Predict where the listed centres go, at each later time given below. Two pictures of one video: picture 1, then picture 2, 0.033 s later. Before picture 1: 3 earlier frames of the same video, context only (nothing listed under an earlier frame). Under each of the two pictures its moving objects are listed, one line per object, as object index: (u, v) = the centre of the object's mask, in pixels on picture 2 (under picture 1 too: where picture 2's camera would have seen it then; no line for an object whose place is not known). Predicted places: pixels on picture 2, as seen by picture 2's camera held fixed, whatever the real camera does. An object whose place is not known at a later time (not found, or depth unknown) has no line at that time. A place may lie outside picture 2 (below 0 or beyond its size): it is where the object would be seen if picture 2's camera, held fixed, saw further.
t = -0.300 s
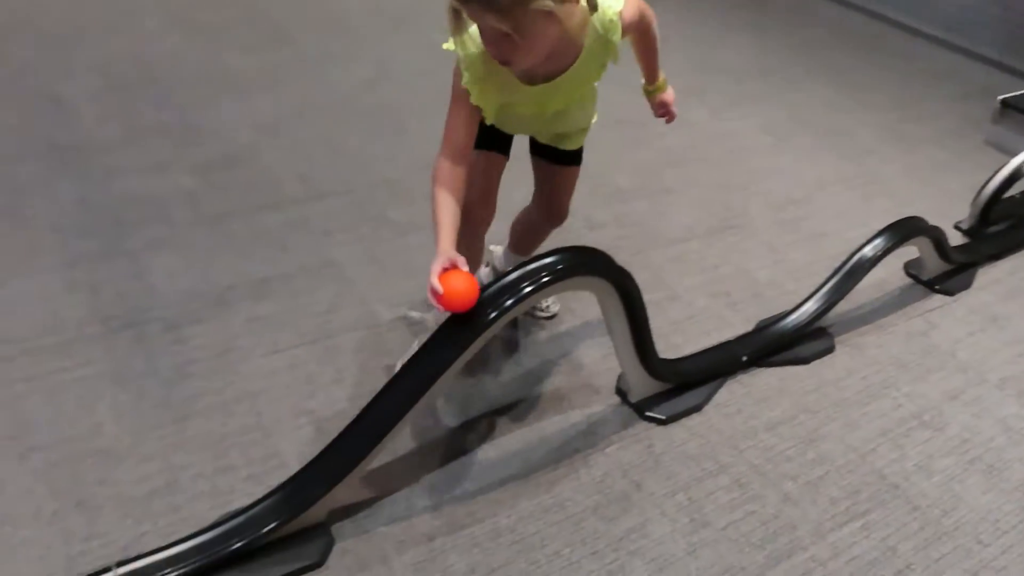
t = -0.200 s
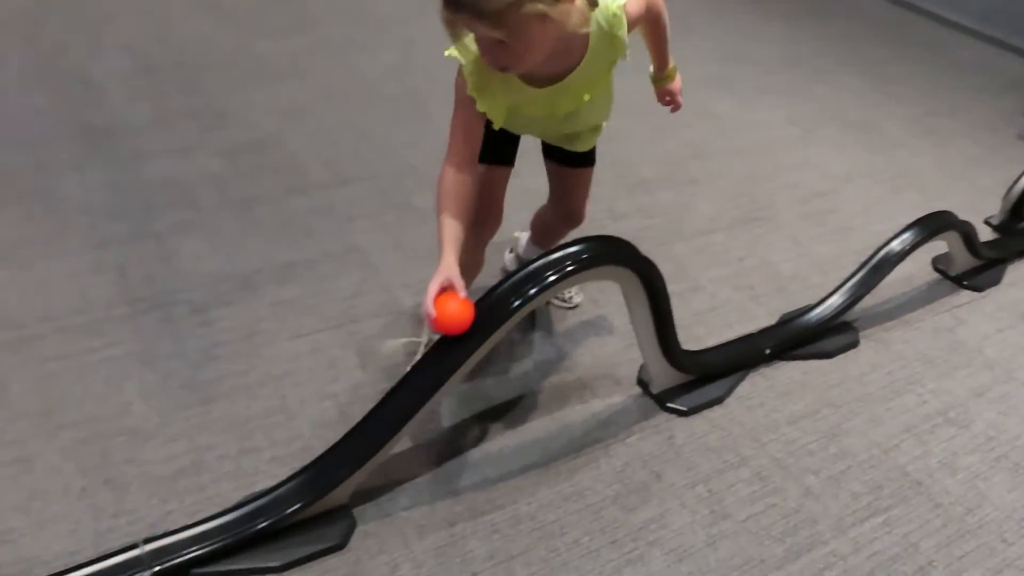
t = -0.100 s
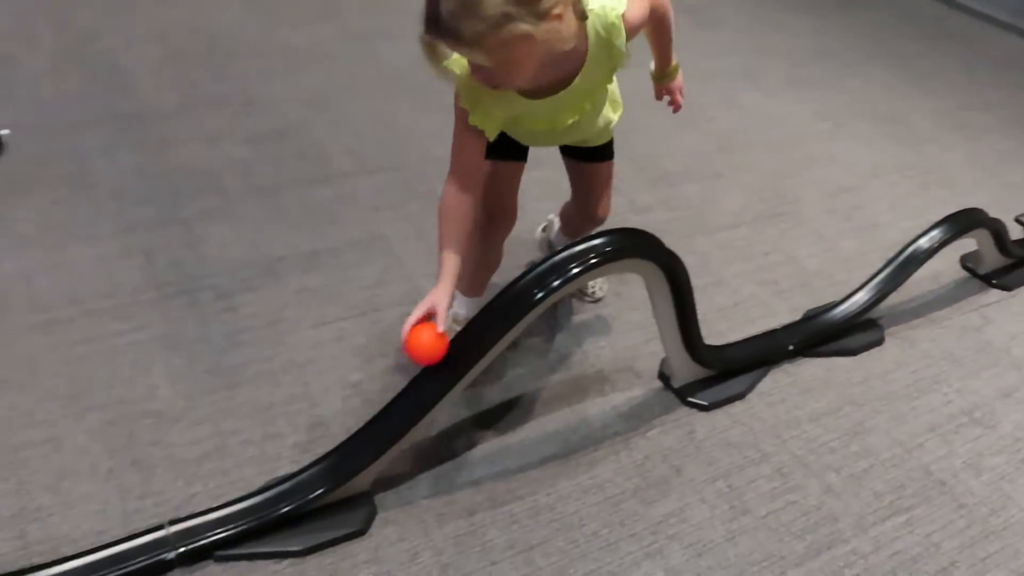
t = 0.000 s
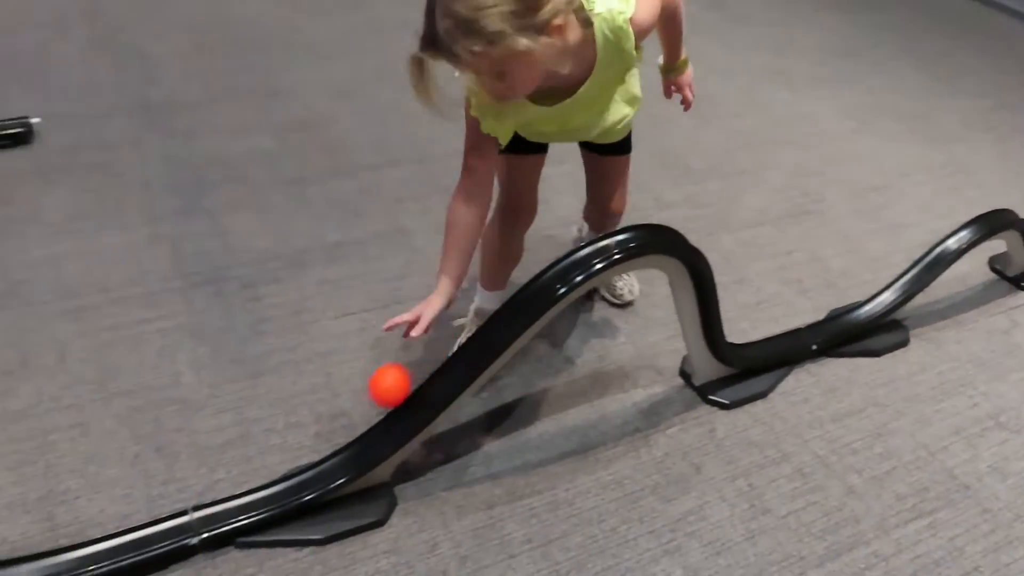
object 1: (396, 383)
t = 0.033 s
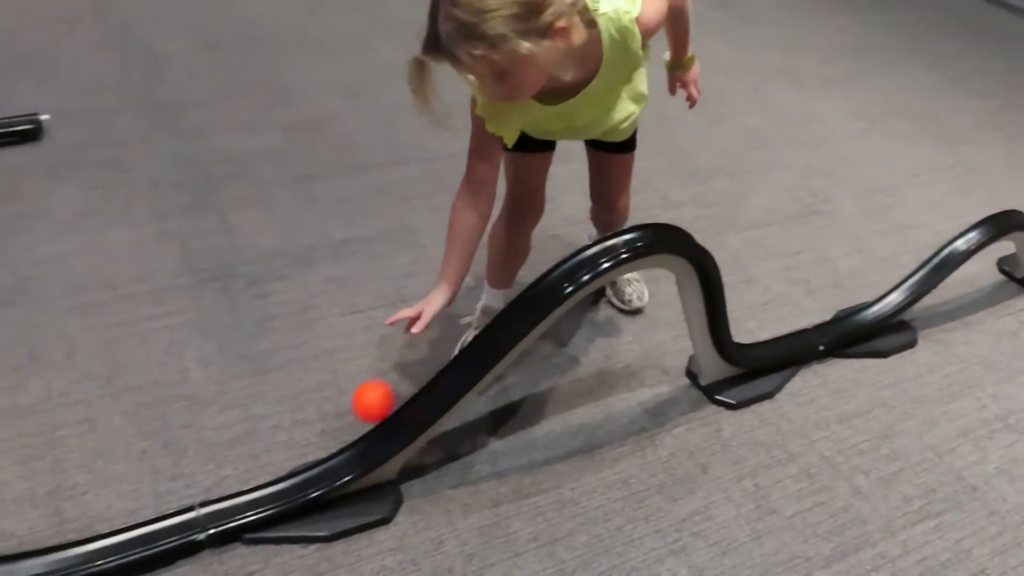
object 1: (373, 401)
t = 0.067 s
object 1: (348, 421)
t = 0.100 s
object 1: (324, 439)
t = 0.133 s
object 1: (305, 437)
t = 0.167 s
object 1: (283, 433)
